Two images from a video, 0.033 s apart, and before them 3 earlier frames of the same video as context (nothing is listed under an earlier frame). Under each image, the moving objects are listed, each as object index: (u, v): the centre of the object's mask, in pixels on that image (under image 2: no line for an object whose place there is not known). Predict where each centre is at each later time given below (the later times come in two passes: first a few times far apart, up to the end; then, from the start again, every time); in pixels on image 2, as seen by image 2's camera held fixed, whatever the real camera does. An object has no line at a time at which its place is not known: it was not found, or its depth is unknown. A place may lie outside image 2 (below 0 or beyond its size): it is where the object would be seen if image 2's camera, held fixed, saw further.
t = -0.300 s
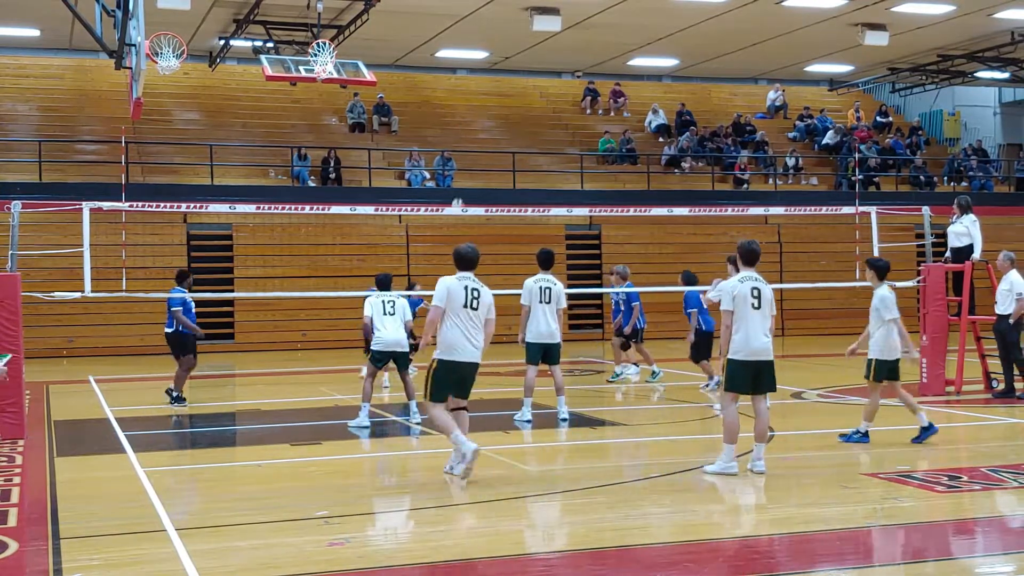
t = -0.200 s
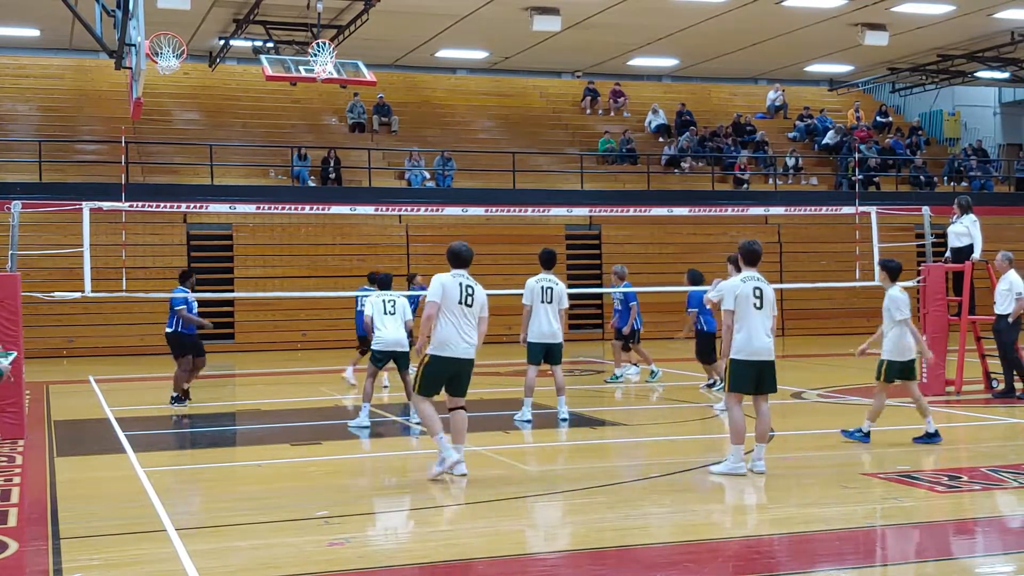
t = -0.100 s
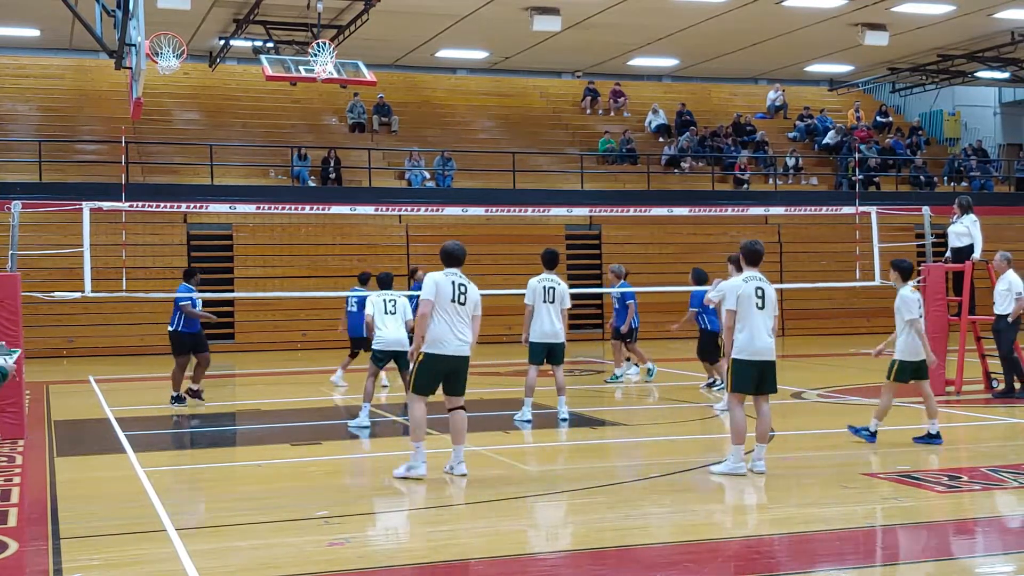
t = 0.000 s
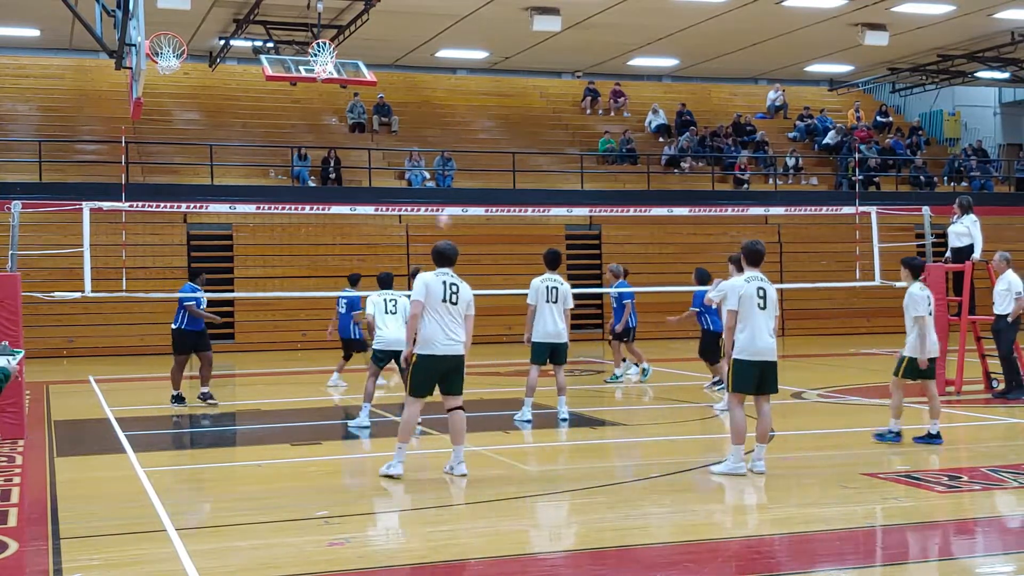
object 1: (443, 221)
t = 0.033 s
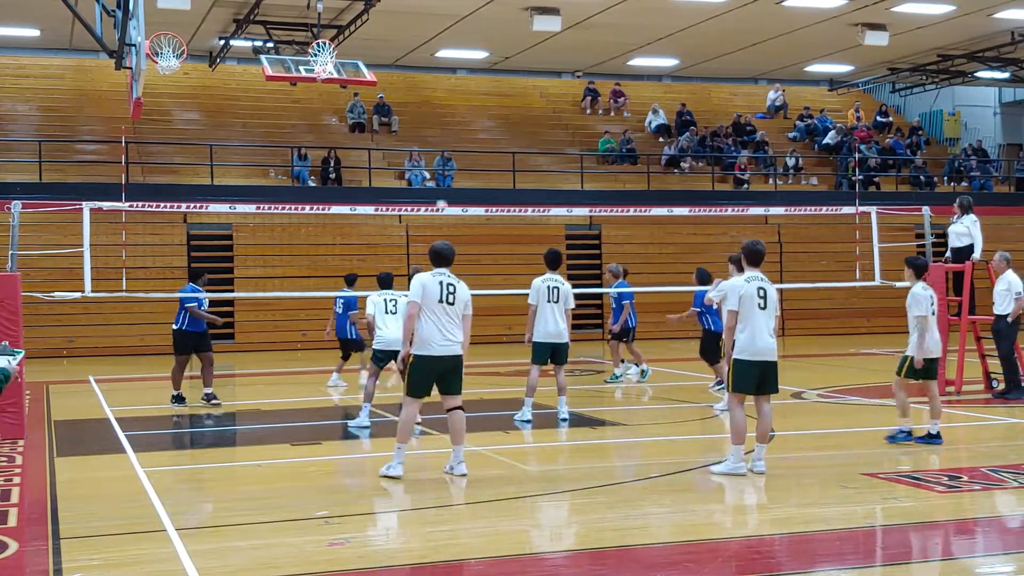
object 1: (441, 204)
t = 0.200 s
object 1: (433, 153)
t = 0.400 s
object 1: (422, 109)
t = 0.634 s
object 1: (410, 86)
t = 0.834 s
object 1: (399, 95)
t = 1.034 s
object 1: (389, 129)
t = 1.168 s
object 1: (383, 167)
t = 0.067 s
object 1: (440, 195)
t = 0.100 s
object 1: (438, 185)
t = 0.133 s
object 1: (437, 173)
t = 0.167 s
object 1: (435, 163)
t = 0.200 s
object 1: (433, 153)
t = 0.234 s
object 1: (431, 144)
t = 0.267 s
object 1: (429, 136)
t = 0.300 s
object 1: (427, 128)
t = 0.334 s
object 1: (425, 121)
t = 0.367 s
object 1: (424, 115)
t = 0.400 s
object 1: (422, 109)
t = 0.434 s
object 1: (420, 103)
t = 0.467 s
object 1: (418, 99)
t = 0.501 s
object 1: (417, 95)
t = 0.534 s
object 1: (415, 92)
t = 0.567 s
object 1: (414, 89)
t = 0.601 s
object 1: (411, 87)
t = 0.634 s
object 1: (410, 86)
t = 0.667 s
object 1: (408, 86)
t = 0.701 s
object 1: (407, 87)
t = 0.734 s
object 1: (405, 87)
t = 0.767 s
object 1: (403, 89)
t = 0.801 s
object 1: (401, 91)
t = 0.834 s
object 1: (399, 95)
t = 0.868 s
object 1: (398, 98)
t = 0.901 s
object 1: (396, 103)
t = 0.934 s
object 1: (394, 108)
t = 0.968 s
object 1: (392, 114)
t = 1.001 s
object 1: (391, 122)
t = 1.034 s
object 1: (389, 129)
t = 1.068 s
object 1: (387, 137)
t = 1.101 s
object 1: (386, 146)
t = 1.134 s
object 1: (384, 155)
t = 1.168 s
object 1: (383, 167)
